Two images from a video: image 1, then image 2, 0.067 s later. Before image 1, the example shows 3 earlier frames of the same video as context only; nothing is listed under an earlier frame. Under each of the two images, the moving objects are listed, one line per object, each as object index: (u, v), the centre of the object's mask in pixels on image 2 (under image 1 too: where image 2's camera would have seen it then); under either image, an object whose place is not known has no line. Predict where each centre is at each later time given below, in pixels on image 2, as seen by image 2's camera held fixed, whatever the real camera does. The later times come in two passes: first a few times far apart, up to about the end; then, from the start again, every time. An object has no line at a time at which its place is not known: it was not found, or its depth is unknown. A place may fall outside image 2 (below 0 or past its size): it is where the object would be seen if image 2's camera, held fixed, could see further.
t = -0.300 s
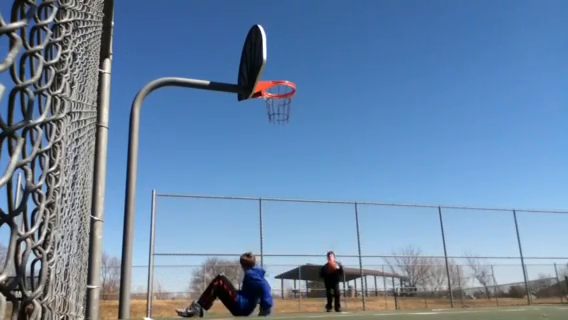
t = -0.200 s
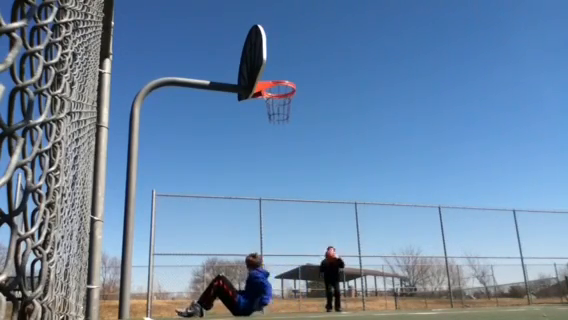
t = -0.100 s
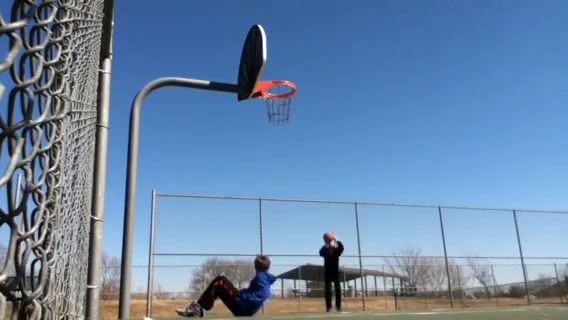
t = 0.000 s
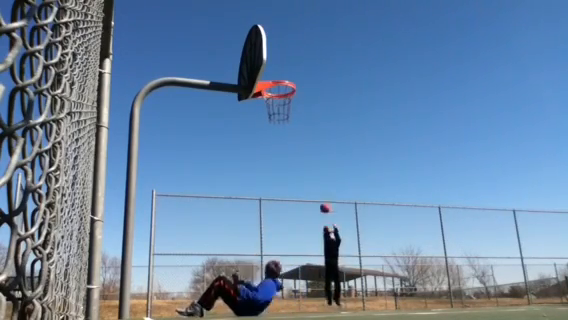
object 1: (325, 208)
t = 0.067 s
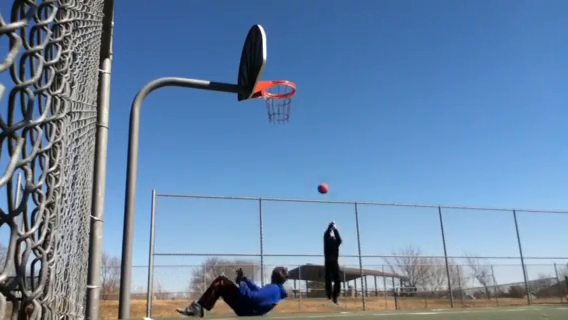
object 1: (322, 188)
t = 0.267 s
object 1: (316, 138)
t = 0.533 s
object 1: (307, 88)
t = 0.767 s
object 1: (299, 64)
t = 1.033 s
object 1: (289, 66)
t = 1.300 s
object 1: (272, 109)
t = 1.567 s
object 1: (269, 117)
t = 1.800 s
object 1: (279, 140)
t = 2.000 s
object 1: (289, 191)
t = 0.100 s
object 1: (322, 179)
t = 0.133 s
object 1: (320, 170)
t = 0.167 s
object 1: (319, 162)
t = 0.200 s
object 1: (318, 153)
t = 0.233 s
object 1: (317, 145)
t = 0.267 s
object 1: (316, 138)
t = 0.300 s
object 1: (315, 130)
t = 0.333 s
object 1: (314, 123)
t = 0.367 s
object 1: (313, 117)
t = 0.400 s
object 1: (311, 110)
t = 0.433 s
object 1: (310, 104)
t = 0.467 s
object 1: (309, 98)
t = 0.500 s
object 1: (308, 93)
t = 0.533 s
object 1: (307, 88)
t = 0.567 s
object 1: (306, 83)
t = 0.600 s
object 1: (305, 79)
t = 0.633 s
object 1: (304, 75)
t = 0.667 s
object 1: (302, 71)
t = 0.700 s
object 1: (301, 69)
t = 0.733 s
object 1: (300, 66)
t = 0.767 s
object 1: (299, 64)
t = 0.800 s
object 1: (298, 62)
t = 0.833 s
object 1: (296, 61)
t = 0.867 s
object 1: (295, 60)
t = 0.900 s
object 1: (294, 60)
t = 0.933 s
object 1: (293, 61)
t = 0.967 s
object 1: (291, 62)
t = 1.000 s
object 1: (290, 64)
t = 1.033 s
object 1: (289, 66)
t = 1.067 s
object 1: (288, 69)
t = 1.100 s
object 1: (286, 73)
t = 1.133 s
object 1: (285, 76)
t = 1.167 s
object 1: (282, 85)
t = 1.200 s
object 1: (280, 93)
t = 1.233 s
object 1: (276, 100)
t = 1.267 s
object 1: (274, 105)
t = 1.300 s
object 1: (272, 109)
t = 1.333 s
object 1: (271, 109)
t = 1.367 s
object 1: (270, 110)
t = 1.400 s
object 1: (269, 111)
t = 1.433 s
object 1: (268, 112)
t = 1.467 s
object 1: (268, 113)
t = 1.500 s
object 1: (268, 114)
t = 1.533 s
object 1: (269, 115)
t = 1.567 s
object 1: (269, 117)
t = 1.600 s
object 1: (270, 118)
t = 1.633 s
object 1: (271, 120)
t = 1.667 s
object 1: (273, 122)
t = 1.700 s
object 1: (275, 126)
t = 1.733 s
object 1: (276, 129)
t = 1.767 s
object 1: (278, 134)
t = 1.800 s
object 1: (279, 140)
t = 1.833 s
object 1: (281, 146)
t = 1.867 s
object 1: (282, 153)
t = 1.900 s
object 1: (284, 161)
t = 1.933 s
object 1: (286, 170)
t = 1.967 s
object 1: (287, 179)
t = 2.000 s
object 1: (289, 191)
